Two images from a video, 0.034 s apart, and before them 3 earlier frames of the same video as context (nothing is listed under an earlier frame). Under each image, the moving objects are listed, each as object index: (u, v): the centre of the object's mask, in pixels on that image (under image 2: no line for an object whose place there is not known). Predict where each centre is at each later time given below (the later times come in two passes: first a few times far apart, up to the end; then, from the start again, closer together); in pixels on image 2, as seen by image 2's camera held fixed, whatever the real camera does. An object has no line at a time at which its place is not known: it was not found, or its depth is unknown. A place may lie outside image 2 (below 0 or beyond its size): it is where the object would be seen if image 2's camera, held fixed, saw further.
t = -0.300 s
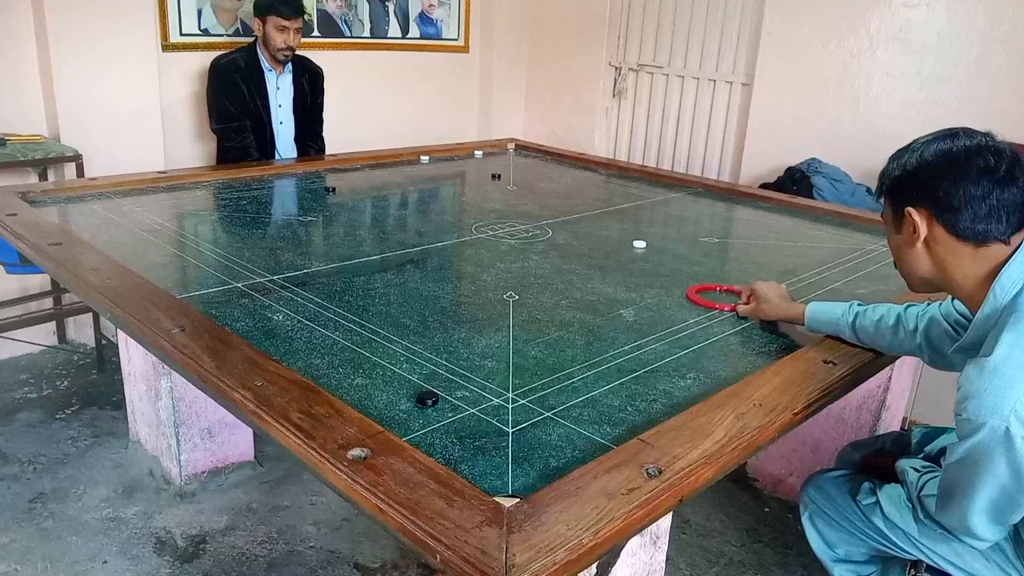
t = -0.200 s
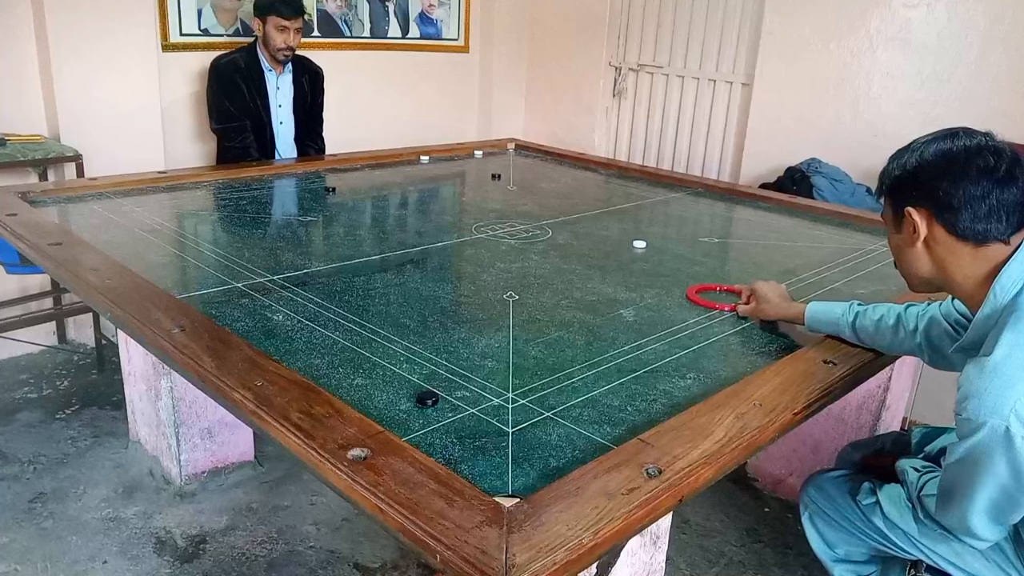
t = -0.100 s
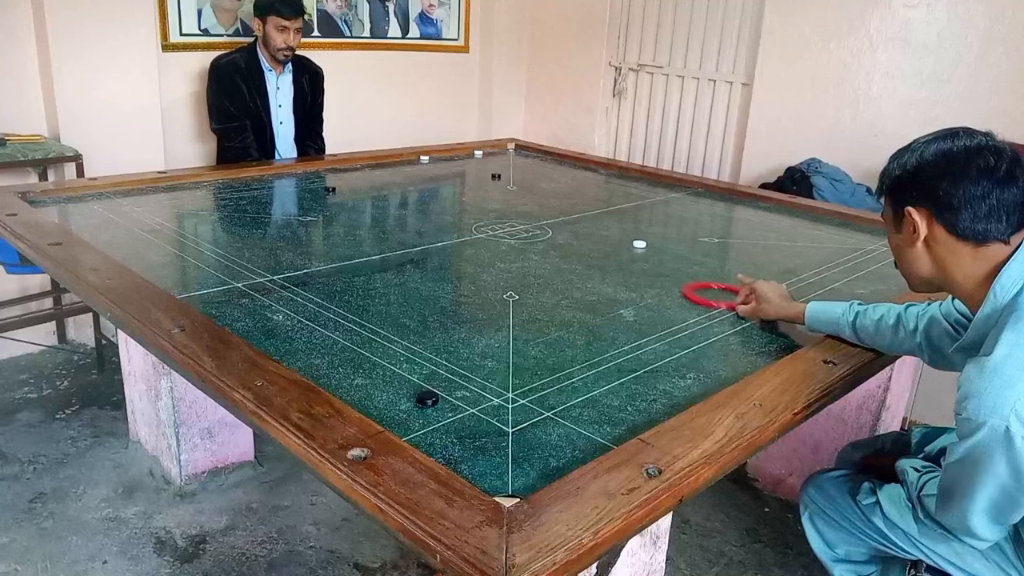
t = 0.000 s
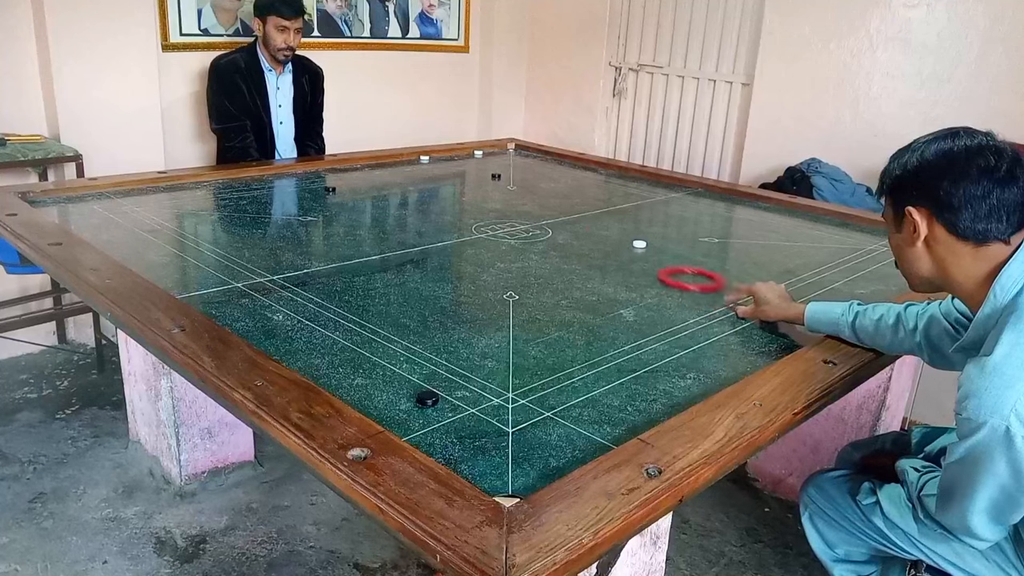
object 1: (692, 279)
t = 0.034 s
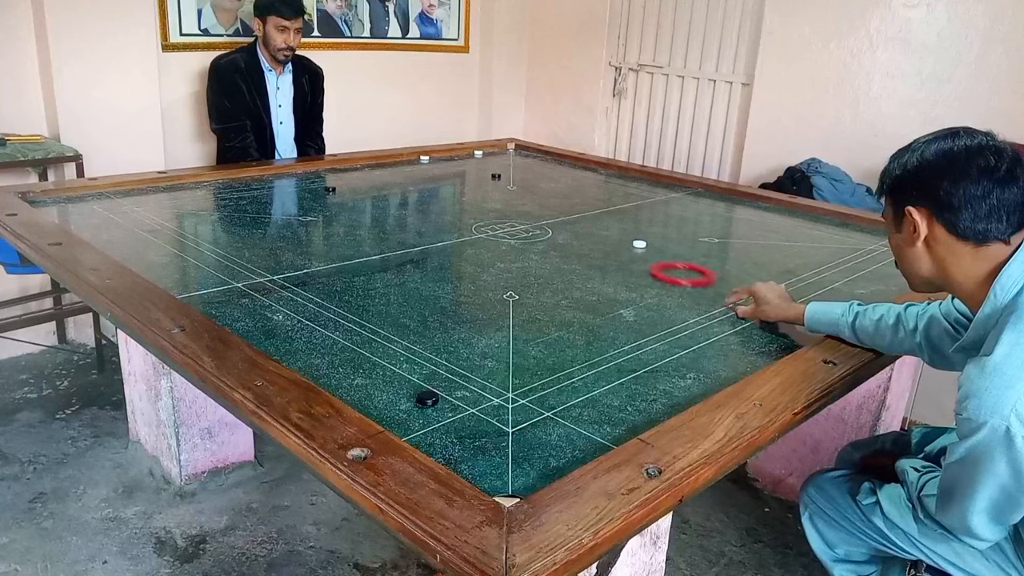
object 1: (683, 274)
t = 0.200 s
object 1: (645, 252)
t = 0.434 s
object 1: (608, 229)
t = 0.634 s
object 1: (580, 214)
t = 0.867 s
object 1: (554, 198)
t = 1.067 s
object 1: (534, 186)
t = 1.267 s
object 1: (518, 176)
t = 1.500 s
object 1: (505, 166)
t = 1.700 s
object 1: (496, 159)
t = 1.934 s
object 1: (505, 155)
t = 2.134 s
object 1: (517, 155)
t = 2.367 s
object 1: (513, 156)
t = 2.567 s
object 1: (506, 157)
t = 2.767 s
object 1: (499, 159)
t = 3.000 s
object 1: (492, 161)
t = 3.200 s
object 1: (485, 163)
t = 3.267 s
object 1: (483, 163)
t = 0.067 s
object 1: (674, 269)
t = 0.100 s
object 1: (667, 264)
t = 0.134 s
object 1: (659, 259)
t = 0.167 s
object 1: (652, 255)
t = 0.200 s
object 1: (645, 252)
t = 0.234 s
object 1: (639, 248)
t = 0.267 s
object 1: (634, 245)
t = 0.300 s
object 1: (628, 241)
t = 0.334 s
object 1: (623, 238)
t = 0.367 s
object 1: (618, 235)
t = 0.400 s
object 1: (613, 232)
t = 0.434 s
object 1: (608, 229)
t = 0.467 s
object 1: (603, 226)
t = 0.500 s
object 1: (599, 224)
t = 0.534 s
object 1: (593, 221)
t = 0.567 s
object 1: (589, 219)
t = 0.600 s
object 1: (585, 216)
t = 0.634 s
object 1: (580, 214)
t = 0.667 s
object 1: (577, 211)
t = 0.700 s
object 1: (573, 209)
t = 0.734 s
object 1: (568, 207)
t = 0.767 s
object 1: (565, 204)
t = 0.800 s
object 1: (561, 203)
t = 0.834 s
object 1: (557, 200)
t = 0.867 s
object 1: (554, 198)
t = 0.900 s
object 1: (550, 196)
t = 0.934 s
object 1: (547, 194)
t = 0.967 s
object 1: (544, 192)
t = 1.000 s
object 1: (541, 190)
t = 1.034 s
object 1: (537, 188)
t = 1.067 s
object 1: (534, 186)
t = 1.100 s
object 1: (531, 184)
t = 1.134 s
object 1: (528, 183)
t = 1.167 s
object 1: (525, 181)
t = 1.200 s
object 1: (523, 179)
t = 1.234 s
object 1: (520, 178)
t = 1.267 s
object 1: (518, 176)
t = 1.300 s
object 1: (516, 175)
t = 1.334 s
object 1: (514, 173)
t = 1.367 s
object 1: (513, 172)
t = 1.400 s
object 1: (511, 170)
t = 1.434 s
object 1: (509, 169)
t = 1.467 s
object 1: (507, 168)
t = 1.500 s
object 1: (505, 166)
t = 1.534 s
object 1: (504, 165)
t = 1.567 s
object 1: (502, 164)
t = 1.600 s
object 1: (500, 163)
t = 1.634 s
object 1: (499, 161)
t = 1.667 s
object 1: (497, 160)
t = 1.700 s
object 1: (496, 159)
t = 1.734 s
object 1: (495, 158)
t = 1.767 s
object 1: (494, 157)
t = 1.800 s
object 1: (495, 156)
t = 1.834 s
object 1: (498, 156)
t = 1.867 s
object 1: (500, 156)
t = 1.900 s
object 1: (502, 156)
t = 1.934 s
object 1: (505, 155)
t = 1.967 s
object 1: (507, 155)
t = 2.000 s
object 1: (509, 155)
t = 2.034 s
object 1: (512, 155)
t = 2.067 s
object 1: (514, 155)
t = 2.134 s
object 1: (517, 155)
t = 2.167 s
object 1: (519, 155)
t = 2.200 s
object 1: (519, 155)
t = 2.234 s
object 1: (518, 155)
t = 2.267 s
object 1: (517, 155)
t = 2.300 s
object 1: (516, 155)
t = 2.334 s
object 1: (515, 155)
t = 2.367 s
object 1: (513, 156)
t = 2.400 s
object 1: (512, 156)
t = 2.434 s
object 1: (511, 156)
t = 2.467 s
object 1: (510, 156)
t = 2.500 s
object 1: (509, 157)
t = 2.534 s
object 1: (507, 157)
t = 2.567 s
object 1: (506, 157)
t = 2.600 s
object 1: (505, 158)
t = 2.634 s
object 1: (504, 158)
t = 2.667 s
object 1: (503, 159)
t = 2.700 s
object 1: (501, 159)
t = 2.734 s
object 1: (500, 159)
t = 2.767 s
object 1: (499, 159)
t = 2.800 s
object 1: (497, 160)
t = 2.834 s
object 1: (497, 160)
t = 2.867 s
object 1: (496, 160)
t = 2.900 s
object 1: (495, 160)
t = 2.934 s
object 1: (493, 161)
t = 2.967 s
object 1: (492, 161)
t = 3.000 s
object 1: (492, 161)
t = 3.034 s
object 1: (491, 161)
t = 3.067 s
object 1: (490, 162)
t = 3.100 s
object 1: (489, 162)
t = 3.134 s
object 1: (487, 162)
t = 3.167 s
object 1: (486, 162)
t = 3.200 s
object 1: (485, 163)
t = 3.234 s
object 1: (484, 163)
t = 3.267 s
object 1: (483, 163)
